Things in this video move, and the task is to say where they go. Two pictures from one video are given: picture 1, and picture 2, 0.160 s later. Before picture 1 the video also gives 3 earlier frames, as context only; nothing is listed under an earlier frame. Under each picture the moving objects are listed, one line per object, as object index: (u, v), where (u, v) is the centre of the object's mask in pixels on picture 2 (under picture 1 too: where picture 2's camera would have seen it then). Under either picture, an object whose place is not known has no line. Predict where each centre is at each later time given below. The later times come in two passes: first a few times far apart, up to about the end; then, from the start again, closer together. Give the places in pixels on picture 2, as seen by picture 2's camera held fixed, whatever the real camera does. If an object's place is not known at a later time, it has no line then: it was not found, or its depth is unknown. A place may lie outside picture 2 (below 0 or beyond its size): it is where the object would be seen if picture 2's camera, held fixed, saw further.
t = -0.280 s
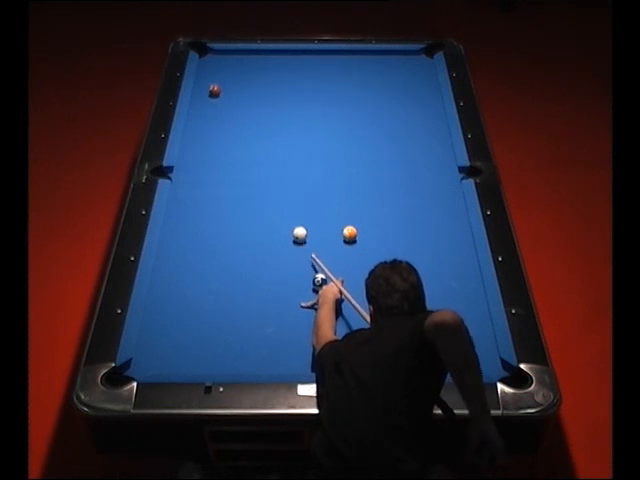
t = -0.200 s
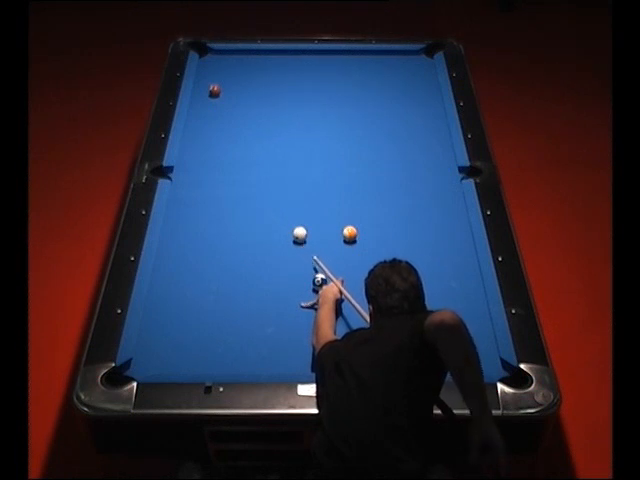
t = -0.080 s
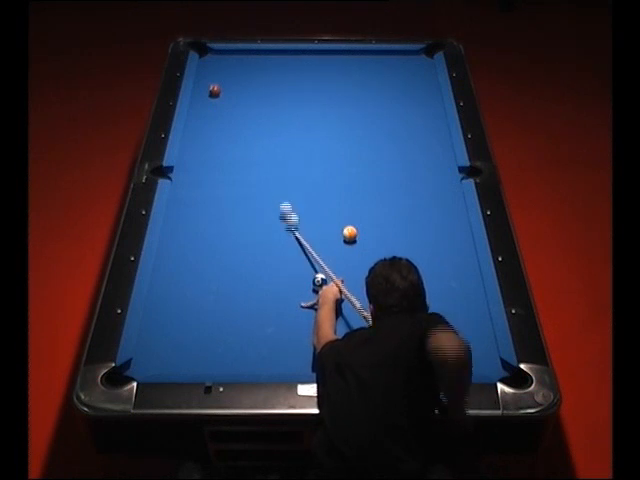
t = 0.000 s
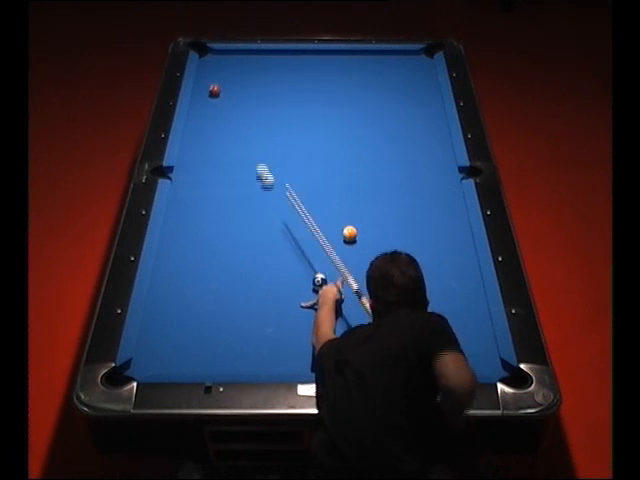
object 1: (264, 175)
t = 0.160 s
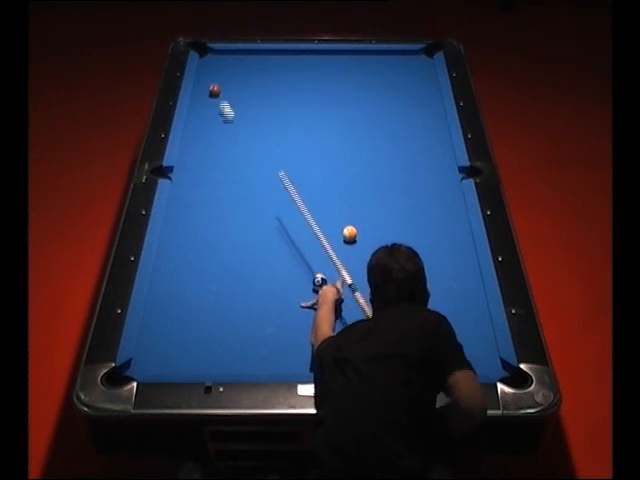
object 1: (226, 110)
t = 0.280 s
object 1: (211, 94)
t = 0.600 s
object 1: (195, 100)
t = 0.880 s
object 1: (200, 106)
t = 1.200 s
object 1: (206, 113)
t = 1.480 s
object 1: (210, 119)
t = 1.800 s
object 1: (215, 124)
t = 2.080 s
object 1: (218, 129)
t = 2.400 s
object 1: (221, 133)
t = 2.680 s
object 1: (223, 136)
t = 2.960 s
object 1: (225, 138)
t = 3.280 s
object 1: (227, 140)
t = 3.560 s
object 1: (228, 141)
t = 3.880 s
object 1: (228, 141)
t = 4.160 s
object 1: (228, 141)
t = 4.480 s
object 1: (228, 141)
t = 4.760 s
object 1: (228, 141)
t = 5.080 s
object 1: (228, 141)
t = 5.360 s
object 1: (228, 142)
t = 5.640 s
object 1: (228, 142)
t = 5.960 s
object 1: (228, 142)
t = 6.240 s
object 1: (228, 142)
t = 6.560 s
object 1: (228, 142)
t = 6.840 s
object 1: (228, 142)
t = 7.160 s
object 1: (228, 142)
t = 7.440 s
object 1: (228, 142)
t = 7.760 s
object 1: (228, 142)
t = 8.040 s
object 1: (228, 142)
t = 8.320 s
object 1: (228, 142)
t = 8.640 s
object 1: (228, 142)
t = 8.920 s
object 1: (228, 142)
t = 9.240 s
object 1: (228, 142)
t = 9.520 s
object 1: (228, 141)
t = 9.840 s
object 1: (228, 142)
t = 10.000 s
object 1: (228, 142)
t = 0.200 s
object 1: (218, 96)
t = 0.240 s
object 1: (214, 94)
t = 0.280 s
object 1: (211, 94)
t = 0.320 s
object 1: (209, 95)
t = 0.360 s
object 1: (207, 95)
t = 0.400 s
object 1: (205, 96)
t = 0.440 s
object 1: (202, 97)
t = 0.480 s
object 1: (200, 98)
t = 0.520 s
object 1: (198, 98)
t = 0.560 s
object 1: (196, 99)
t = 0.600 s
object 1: (195, 100)
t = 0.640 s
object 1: (195, 101)
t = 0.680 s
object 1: (196, 102)
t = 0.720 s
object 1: (197, 103)
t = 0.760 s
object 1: (197, 104)
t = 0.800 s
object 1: (198, 104)
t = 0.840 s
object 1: (199, 105)
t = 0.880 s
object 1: (200, 106)
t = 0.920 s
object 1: (200, 107)
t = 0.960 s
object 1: (201, 108)
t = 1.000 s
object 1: (202, 109)
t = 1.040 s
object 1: (202, 110)
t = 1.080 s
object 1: (203, 111)
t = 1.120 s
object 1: (204, 112)
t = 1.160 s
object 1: (205, 113)
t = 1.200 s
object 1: (206, 113)
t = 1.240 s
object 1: (206, 114)
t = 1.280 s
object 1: (207, 115)
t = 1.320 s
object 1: (208, 116)
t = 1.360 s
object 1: (208, 117)
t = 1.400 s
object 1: (209, 117)
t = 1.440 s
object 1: (210, 118)
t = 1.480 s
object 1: (210, 119)
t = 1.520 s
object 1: (211, 119)
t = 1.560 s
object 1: (212, 120)
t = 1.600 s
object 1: (213, 121)
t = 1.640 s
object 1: (213, 122)
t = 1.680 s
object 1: (213, 123)
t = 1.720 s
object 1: (214, 123)
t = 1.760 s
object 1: (215, 124)
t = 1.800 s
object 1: (215, 124)
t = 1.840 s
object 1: (215, 125)
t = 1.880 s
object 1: (216, 126)
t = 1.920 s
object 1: (216, 126)
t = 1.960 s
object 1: (217, 127)
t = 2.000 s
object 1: (217, 127)
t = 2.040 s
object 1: (217, 128)
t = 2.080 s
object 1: (218, 129)
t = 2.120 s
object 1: (218, 129)
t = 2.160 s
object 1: (219, 130)
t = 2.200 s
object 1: (219, 130)
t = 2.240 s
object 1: (220, 131)
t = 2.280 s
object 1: (220, 131)
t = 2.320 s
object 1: (220, 132)
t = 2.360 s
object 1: (220, 133)
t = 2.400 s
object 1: (221, 133)
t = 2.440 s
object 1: (221, 133)
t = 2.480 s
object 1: (222, 134)
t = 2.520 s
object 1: (222, 134)
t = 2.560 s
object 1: (222, 135)
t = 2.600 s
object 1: (223, 135)
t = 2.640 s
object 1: (223, 136)
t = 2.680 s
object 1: (223, 136)
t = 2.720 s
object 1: (224, 136)
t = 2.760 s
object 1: (224, 137)
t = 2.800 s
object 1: (224, 137)
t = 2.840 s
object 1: (225, 138)
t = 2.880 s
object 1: (225, 138)
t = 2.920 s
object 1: (225, 138)
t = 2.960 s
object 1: (225, 138)
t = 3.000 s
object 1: (226, 139)
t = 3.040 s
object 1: (226, 139)
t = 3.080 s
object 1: (226, 139)
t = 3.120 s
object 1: (226, 139)
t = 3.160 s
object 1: (226, 140)
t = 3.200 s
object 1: (227, 140)
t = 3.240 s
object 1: (227, 140)
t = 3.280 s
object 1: (227, 140)
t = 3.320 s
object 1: (227, 140)
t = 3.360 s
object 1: (227, 140)
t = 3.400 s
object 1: (228, 141)
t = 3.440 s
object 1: (228, 141)
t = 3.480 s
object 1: (228, 141)
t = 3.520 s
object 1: (228, 141)
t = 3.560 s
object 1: (228, 141)
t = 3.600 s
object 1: (228, 141)
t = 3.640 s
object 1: (228, 141)
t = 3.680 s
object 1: (228, 141)
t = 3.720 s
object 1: (228, 141)
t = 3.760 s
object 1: (228, 141)
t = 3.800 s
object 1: (228, 141)
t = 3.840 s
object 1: (228, 141)
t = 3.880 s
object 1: (228, 141)
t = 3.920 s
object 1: (228, 141)
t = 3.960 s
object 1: (228, 141)
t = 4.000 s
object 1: (228, 141)
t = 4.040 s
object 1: (228, 141)
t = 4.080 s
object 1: (228, 141)
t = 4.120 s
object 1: (228, 141)
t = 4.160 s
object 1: (228, 141)
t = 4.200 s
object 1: (228, 141)
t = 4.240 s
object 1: (228, 141)
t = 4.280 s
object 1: (228, 141)
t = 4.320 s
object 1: (228, 141)
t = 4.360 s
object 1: (228, 141)
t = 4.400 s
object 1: (228, 141)
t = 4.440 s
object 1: (228, 141)
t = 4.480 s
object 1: (228, 141)
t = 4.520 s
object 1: (228, 141)
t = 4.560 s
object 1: (228, 141)
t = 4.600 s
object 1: (228, 142)
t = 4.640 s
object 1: (228, 141)
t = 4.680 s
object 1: (228, 142)
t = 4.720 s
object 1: (228, 142)
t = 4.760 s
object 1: (228, 141)
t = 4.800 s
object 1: (228, 141)
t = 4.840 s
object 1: (228, 141)
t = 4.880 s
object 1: (228, 141)
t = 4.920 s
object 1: (228, 141)
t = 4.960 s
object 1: (228, 141)
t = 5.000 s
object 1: (228, 141)
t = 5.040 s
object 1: (228, 141)
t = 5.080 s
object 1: (228, 141)
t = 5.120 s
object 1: (228, 141)
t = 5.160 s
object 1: (228, 141)
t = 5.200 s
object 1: (228, 141)
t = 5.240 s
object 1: (228, 142)
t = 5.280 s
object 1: (228, 142)
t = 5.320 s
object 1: (228, 142)
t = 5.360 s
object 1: (228, 142)
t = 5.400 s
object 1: (228, 142)
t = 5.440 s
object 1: (228, 142)
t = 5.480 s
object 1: (228, 142)
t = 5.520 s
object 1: (228, 142)
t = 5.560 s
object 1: (228, 142)
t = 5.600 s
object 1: (228, 142)
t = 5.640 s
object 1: (228, 142)
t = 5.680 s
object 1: (228, 142)
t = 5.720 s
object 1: (228, 142)
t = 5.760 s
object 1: (228, 142)
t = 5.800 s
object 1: (228, 142)
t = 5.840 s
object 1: (228, 142)
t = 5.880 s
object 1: (228, 142)
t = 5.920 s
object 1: (228, 142)
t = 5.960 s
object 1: (228, 142)
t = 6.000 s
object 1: (228, 142)
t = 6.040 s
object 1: (228, 142)
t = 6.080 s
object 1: (228, 142)
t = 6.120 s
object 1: (228, 142)
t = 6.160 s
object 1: (228, 142)
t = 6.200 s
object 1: (228, 142)
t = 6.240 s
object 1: (228, 142)
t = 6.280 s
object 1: (228, 142)
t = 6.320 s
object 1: (228, 142)
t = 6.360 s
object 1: (228, 142)
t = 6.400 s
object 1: (228, 142)
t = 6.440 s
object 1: (228, 142)
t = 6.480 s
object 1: (228, 142)
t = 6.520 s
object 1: (228, 142)
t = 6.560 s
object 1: (228, 142)
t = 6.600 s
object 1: (228, 142)
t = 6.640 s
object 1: (228, 142)
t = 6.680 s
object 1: (228, 142)
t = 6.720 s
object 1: (228, 142)
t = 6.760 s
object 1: (228, 142)
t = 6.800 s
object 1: (228, 142)
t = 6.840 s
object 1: (228, 142)
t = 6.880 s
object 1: (228, 142)
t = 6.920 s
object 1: (228, 142)
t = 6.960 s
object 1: (228, 142)
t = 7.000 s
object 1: (228, 142)
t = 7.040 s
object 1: (228, 142)
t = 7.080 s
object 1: (228, 142)
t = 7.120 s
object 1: (228, 142)
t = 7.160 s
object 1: (228, 142)
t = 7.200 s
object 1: (228, 142)
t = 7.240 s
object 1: (228, 142)
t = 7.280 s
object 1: (228, 142)
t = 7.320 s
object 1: (228, 142)
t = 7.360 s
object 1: (228, 142)
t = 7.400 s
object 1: (228, 142)
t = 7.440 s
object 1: (228, 142)
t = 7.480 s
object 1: (228, 142)
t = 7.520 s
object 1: (228, 142)
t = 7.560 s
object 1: (228, 142)
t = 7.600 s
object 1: (228, 142)
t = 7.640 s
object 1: (228, 142)
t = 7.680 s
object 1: (228, 142)
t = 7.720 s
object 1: (228, 142)
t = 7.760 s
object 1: (228, 142)
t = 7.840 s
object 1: (228, 142)
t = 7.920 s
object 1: (228, 142)
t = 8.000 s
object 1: (228, 142)
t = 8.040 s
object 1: (228, 142)
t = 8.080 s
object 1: (228, 142)
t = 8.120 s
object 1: (228, 142)
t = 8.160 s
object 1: (228, 142)
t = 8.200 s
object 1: (228, 142)
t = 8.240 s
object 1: (228, 142)
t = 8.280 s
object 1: (228, 142)
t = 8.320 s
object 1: (228, 142)
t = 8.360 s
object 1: (228, 142)
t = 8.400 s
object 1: (228, 142)
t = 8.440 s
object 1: (228, 142)
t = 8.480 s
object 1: (228, 142)
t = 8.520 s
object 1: (228, 142)
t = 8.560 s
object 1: (228, 142)
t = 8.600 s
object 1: (228, 142)
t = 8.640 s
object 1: (228, 142)
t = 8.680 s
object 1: (228, 142)
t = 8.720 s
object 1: (228, 142)
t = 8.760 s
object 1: (228, 142)
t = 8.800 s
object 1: (228, 142)
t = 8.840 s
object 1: (228, 142)
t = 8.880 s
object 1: (228, 142)
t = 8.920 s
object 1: (228, 142)
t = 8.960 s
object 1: (228, 142)
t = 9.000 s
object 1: (228, 142)
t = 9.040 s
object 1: (228, 142)
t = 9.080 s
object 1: (228, 142)
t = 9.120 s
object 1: (228, 142)
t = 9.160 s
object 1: (228, 142)
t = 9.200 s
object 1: (228, 142)
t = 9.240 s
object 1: (228, 142)
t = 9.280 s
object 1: (228, 142)
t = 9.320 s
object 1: (228, 142)
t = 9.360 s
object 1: (228, 142)
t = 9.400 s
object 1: (228, 141)
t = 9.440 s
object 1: (228, 142)
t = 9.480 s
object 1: (228, 142)
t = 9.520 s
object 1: (228, 141)
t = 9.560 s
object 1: (228, 142)
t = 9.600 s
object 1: (228, 142)
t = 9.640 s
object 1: (228, 142)
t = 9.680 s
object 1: (228, 142)
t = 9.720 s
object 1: (228, 142)
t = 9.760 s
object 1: (228, 142)
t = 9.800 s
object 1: (228, 142)
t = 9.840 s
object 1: (228, 142)
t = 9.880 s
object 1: (228, 142)
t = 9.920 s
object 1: (228, 142)
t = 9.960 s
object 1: (228, 142)
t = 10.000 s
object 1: (228, 142)
